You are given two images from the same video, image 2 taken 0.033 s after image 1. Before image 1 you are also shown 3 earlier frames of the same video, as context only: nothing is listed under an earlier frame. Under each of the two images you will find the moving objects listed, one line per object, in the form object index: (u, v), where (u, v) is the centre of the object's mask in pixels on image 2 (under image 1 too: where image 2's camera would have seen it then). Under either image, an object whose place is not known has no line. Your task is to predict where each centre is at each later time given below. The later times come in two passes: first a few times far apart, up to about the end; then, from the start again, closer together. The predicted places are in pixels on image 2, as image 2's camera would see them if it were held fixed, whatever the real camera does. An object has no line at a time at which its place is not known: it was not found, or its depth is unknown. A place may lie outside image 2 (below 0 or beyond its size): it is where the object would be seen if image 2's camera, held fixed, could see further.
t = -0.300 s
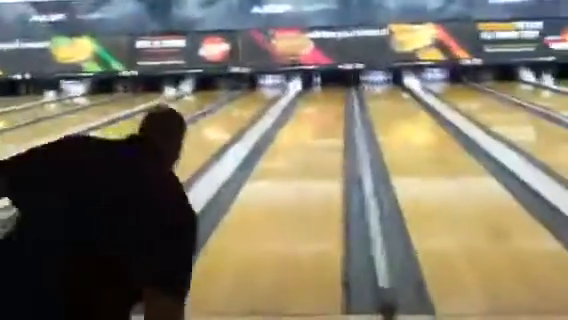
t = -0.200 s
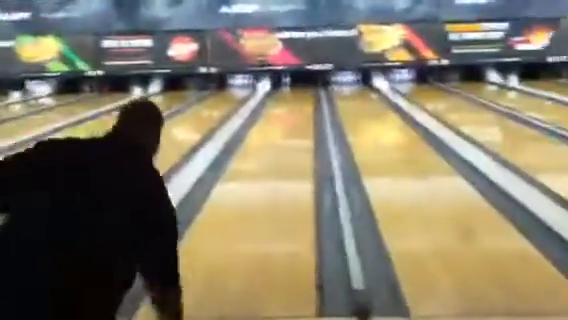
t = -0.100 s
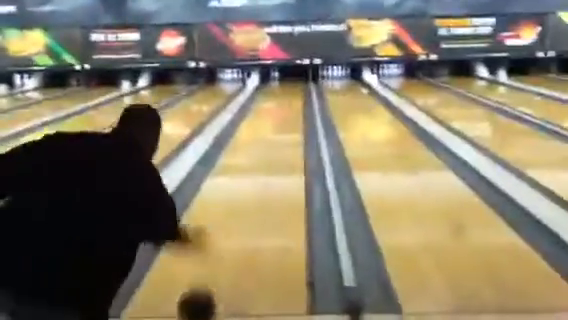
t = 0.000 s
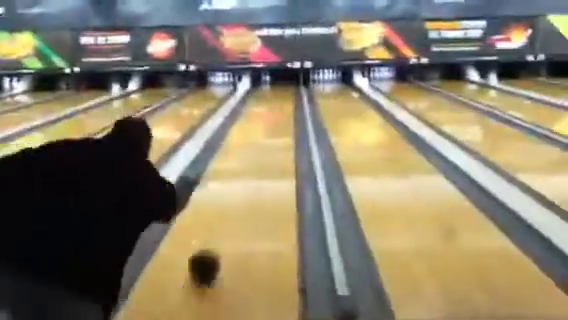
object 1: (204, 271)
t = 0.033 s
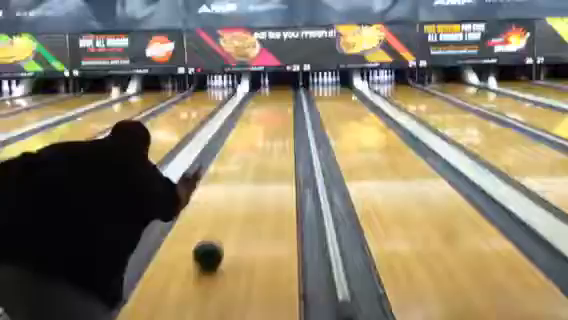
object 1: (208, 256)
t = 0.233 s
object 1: (225, 200)
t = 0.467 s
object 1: (236, 162)
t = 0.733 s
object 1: (245, 135)
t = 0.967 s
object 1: (255, 118)
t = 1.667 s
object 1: (262, 92)
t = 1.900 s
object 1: (258, 89)
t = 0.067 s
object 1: (211, 244)
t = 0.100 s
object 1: (214, 233)
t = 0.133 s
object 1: (218, 222)
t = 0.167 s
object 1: (222, 213)
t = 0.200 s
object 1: (222, 207)
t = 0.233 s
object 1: (225, 200)
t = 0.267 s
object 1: (227, 193)
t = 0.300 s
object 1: (228, 187)
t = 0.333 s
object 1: (230, 181)
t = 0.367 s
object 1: (232, 176)
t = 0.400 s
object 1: (233, 171)
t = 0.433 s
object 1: (235, 166)
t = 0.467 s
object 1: (236, 162)
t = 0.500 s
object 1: (238, 157)
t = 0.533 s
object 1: (239, 154)
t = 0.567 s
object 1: (240, 151)
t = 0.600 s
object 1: (241, 147)
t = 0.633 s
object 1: (242, 144)
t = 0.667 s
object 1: (243, 141)
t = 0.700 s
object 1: (244, 138)
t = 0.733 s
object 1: (245, 135)
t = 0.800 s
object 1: (248, 129)
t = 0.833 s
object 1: (249, 127)
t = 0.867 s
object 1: (250, 125)
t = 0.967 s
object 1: (255, 118)
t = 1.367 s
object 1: (257, 99)
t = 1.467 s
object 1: (260, 100)
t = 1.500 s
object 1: (259, 100)
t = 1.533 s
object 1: (260, 98)
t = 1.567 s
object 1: (259, 98)
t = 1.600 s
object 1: (258, 97)
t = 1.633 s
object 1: (259, 95)
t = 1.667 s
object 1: (262, 92)
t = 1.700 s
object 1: (261, 92)
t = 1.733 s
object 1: (261, 92)
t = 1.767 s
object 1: (260, 92)
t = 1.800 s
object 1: (259, 91)
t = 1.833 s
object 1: (260, 91)
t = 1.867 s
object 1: (260, 91)
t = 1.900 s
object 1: (258, 89)
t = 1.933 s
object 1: (257, 88)
